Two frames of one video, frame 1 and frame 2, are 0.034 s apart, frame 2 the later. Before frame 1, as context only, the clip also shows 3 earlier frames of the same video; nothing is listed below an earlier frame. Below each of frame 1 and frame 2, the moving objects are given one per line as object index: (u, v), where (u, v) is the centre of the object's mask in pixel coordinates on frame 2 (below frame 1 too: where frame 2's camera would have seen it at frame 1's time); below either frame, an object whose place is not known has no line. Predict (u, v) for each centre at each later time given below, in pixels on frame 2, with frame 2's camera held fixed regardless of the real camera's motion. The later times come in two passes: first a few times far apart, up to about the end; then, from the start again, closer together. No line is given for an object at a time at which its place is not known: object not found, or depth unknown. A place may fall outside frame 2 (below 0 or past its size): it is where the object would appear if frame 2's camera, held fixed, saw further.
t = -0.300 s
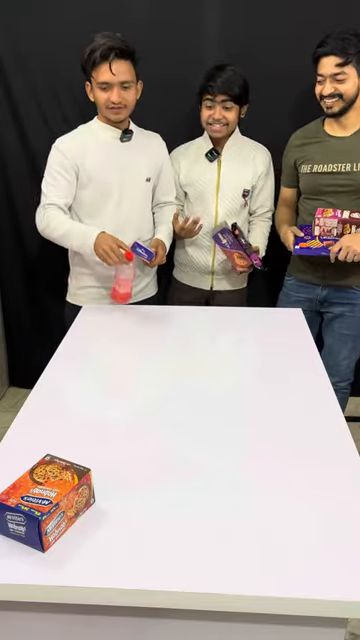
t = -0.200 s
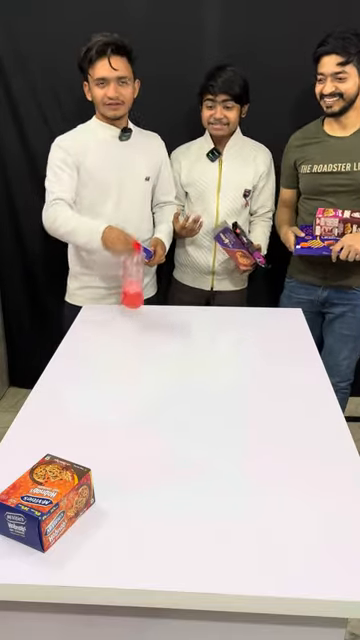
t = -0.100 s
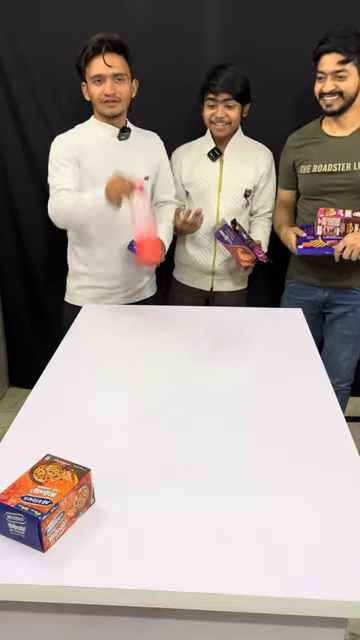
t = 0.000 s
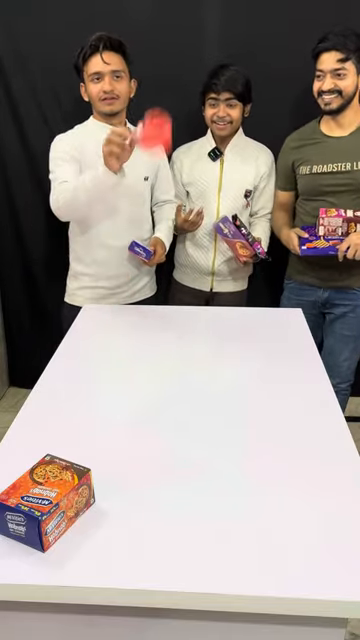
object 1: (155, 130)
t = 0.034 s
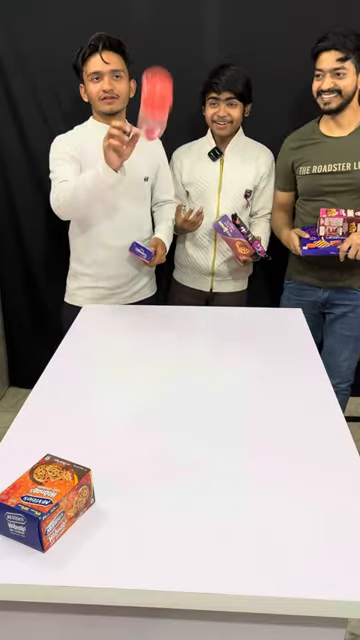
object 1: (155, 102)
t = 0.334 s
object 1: (168, 11)
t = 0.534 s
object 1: (187, 174)
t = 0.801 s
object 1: (194, 402)
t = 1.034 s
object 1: (191, 406)
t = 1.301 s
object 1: (199, 404)
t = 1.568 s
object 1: (197, 405)
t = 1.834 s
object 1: (197, 404)
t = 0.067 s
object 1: (157, 81)
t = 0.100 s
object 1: (161, 61)
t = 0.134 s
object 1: (167, 48)
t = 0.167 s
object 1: (173, 35)
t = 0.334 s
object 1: (168, 11)
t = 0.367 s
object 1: (172, 22)
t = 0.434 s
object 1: (181, 53)
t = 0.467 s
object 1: (183, 82)
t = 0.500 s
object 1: (185, 121)
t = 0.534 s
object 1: (187, 174)
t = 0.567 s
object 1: (188, 228)
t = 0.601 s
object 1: (189, 275)
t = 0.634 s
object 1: (190, 336)
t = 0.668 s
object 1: (192, 398)
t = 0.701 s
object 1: (192, 399)
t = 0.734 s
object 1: (192, 399)
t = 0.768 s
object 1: (193, 400)
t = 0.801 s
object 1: (194, 402)
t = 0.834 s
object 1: (195, 404)
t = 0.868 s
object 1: (194, 406)
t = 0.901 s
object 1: (193, 407)
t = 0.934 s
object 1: (192, 407)
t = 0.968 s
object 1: (191, 407)
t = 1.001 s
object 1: (191, 407)
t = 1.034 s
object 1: (191, 406)
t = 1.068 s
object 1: (193, 406)
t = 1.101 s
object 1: (197, 406)
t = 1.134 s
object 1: (199, 406)
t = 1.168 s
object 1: (199, 406)
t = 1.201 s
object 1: (199, 406)
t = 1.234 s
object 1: (198, 405)
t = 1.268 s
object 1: (199, 404)
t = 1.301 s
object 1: (199, 404)
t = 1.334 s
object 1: (197, 404)
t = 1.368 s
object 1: (195, 404)
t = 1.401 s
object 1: (196, 403)
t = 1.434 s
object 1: (197, 404)
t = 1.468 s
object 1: (197, 405)
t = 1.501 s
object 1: (196, 405)
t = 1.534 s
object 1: (198, 404)
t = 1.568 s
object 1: (197, 405)
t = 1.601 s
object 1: (197, 404)
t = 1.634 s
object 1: (197, 405)
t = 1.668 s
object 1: (197, 405)
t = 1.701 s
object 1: (197, 404)
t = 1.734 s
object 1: (197, 404)
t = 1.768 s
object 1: (197, 404)
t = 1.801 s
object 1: (197, 404)
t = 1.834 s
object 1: (197, 404)
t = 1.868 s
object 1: (197, 404)
